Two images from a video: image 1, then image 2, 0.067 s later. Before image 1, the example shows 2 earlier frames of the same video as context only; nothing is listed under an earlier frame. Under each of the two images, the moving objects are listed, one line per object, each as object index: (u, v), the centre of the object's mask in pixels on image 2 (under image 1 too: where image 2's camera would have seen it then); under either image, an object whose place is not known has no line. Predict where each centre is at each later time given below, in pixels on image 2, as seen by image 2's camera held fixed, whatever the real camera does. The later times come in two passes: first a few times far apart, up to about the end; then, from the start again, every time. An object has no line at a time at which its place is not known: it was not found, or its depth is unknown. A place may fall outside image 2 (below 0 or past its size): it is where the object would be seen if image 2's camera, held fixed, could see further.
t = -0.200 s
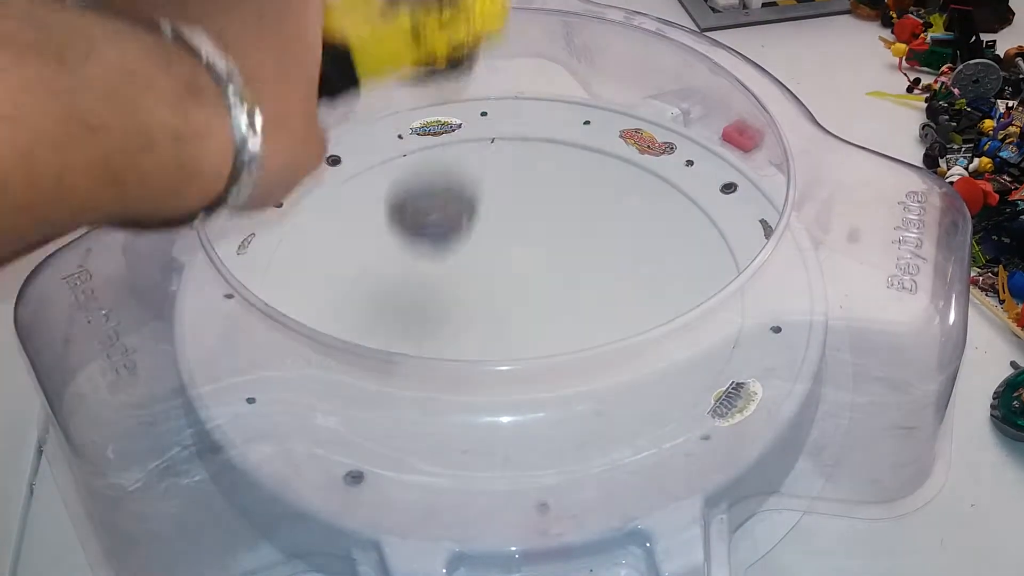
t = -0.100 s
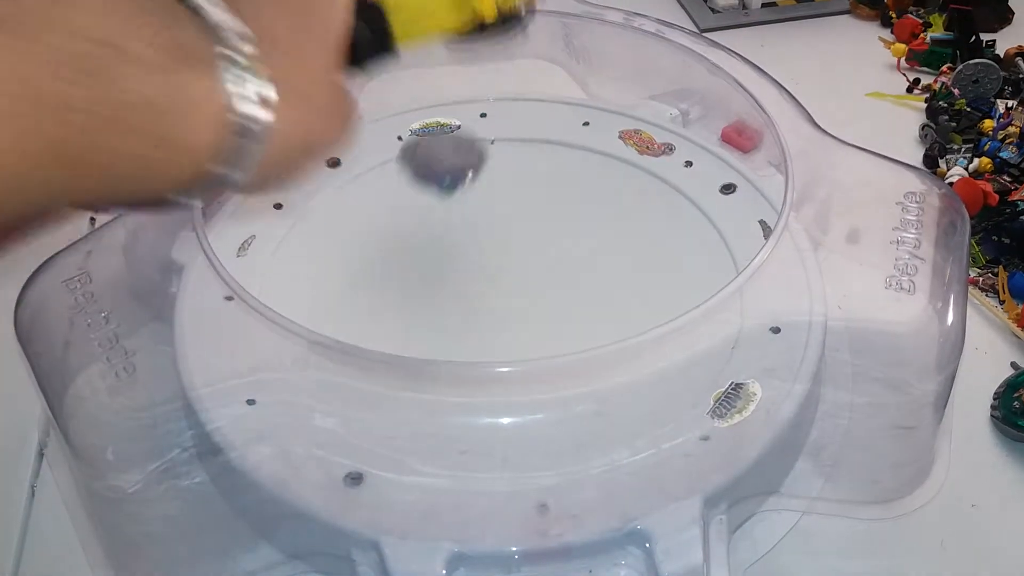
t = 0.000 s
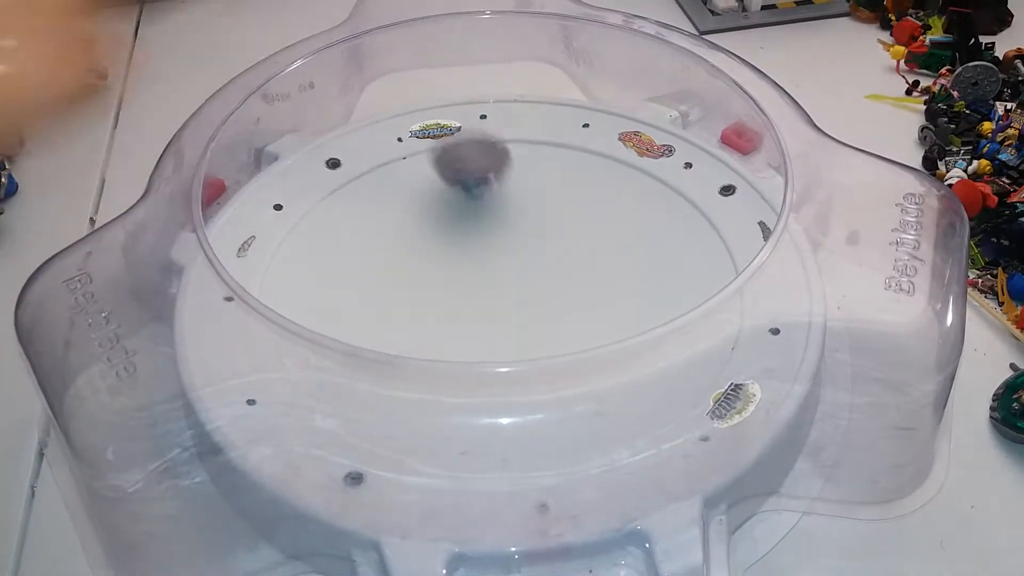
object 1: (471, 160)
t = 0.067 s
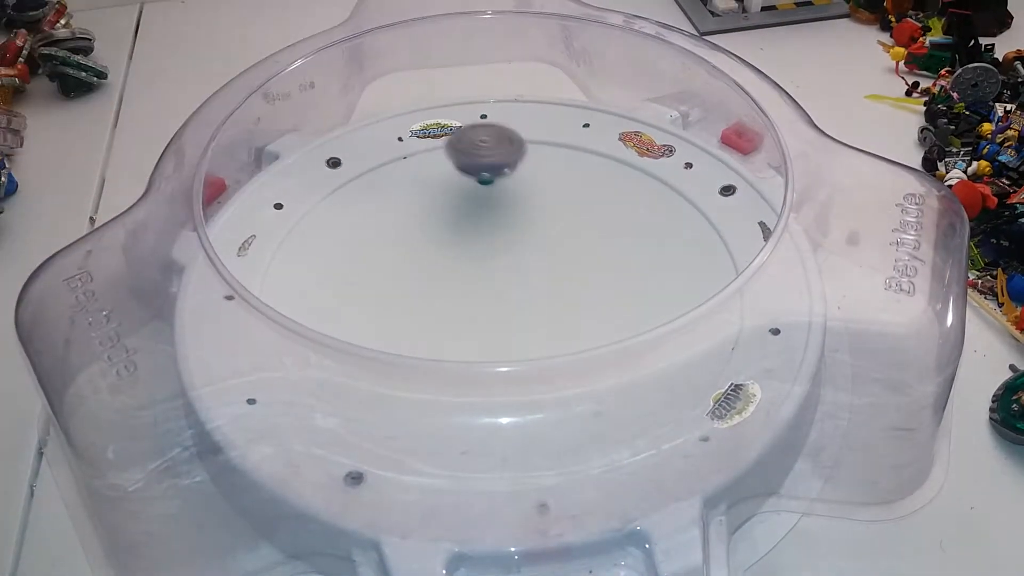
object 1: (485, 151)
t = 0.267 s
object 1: (509, 216)
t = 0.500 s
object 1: (487, 300)
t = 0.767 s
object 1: (513, 280)
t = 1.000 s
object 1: (479, 246)
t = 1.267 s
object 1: (467, 276)
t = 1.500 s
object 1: (504, 281)
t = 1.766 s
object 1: (526, 273)
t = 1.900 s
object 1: (531, 272)
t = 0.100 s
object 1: (494, 162)
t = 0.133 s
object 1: (500, 167)
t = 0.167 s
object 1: (505, 178)
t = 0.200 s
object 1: (508, 188)
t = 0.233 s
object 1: (509, 201)
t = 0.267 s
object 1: (509, 216)
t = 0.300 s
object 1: (506, 233)
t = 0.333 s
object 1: (503, 248)
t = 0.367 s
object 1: (500, 263)
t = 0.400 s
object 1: (496, 276)
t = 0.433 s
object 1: (493, 286)
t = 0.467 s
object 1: (489, 294)
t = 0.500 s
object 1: (487, 300)
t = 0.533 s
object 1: (486, 303)
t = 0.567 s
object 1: (488, 305)
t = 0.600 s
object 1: (492, 304)
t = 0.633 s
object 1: (497, 302)
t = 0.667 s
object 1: (502, 298)
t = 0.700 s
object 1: (507, 293)
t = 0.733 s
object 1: (510, 287)
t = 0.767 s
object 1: (513, 280)
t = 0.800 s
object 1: (514, 273)
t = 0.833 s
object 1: (514, 266)
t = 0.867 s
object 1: (511, 259)
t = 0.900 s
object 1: (505, 253)
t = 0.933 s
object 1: (497, 249)
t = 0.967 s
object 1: (489, 246)
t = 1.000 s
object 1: (479, 246)
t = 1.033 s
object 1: (470, 247)
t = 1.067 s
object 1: (462, 251)
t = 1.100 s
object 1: (457, 256)
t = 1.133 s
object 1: (456, 261)
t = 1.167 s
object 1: (456, 266)
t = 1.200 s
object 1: (459, 270)
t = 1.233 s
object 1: (462, 273)
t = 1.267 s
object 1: (467, 276)
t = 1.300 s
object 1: (472, 278)
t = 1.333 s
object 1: (478, 280)
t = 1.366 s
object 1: (483, 281)
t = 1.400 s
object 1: (489, 282)
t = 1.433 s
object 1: (494, 282)
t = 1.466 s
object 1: (499, 282)
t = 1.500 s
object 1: (504, 281)
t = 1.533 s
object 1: (508, 281)
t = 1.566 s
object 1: (512, 279)
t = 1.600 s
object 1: (515, 279)
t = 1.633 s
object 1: (519, 278)
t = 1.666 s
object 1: (521, 277)
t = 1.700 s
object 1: (523, 276)
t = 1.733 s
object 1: (525, 275)
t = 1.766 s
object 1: (526, 273)
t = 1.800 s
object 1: (528, 274)
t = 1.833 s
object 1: (529, 273)
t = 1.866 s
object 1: (530, 273)
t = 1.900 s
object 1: (531, 272)
